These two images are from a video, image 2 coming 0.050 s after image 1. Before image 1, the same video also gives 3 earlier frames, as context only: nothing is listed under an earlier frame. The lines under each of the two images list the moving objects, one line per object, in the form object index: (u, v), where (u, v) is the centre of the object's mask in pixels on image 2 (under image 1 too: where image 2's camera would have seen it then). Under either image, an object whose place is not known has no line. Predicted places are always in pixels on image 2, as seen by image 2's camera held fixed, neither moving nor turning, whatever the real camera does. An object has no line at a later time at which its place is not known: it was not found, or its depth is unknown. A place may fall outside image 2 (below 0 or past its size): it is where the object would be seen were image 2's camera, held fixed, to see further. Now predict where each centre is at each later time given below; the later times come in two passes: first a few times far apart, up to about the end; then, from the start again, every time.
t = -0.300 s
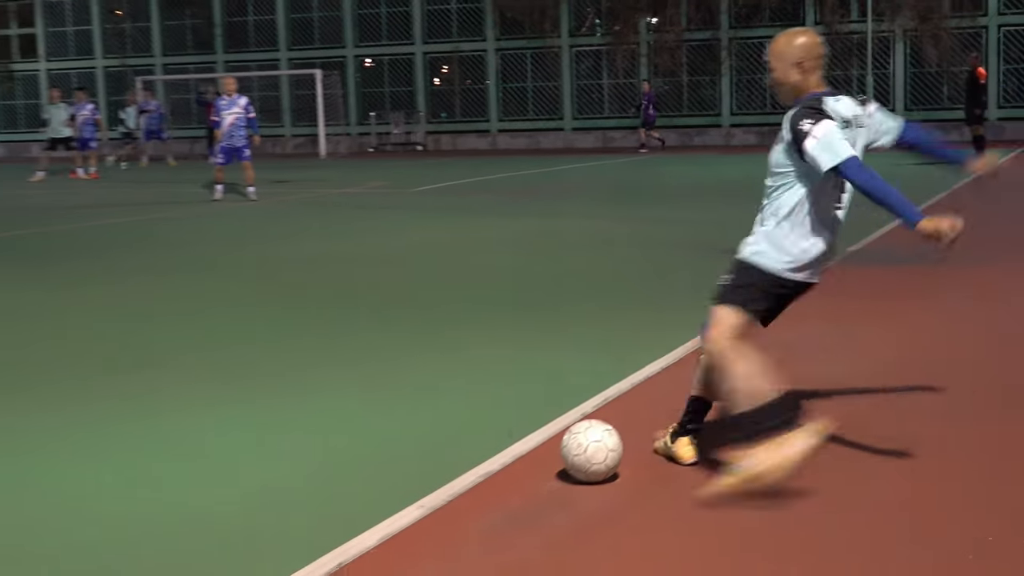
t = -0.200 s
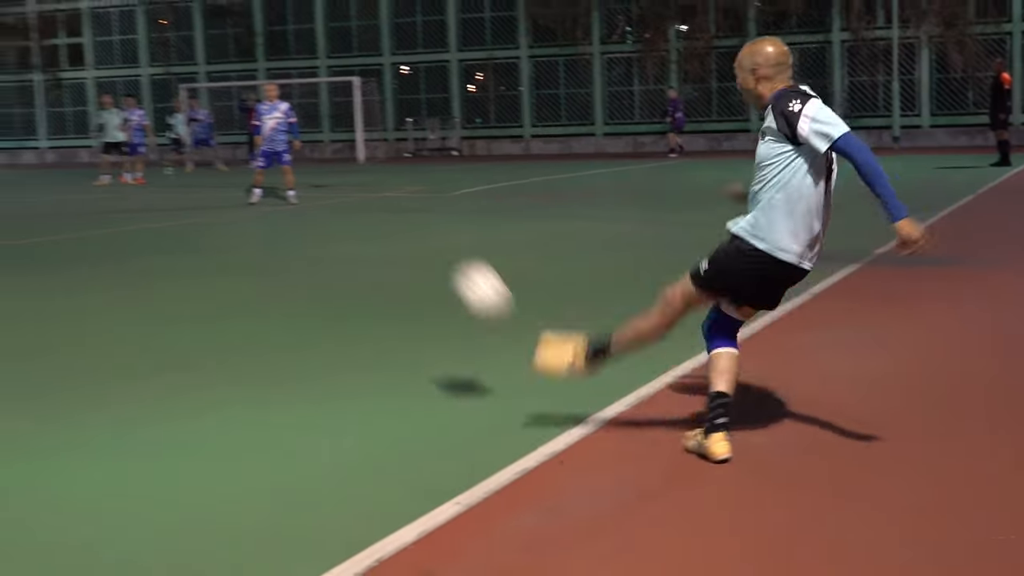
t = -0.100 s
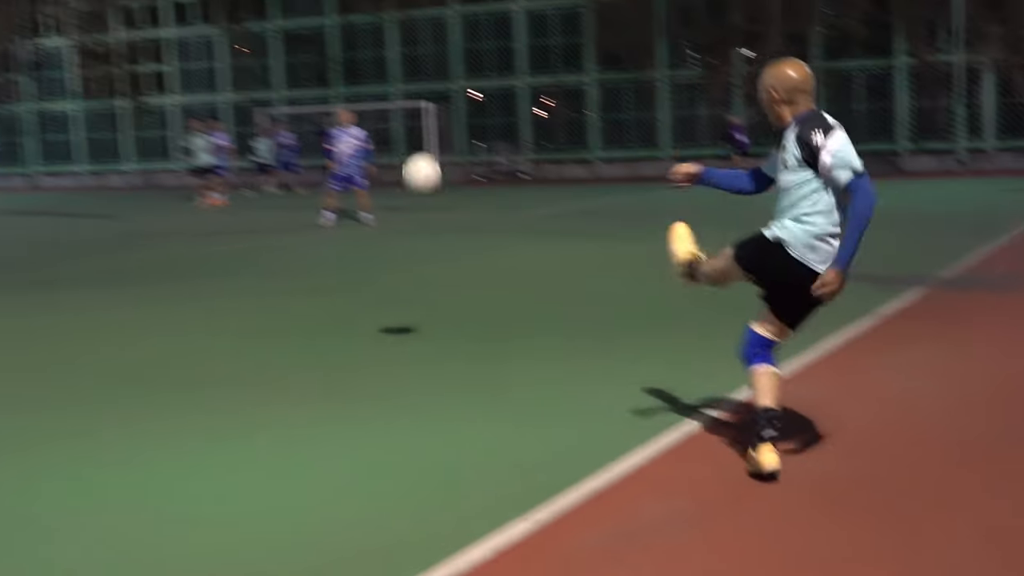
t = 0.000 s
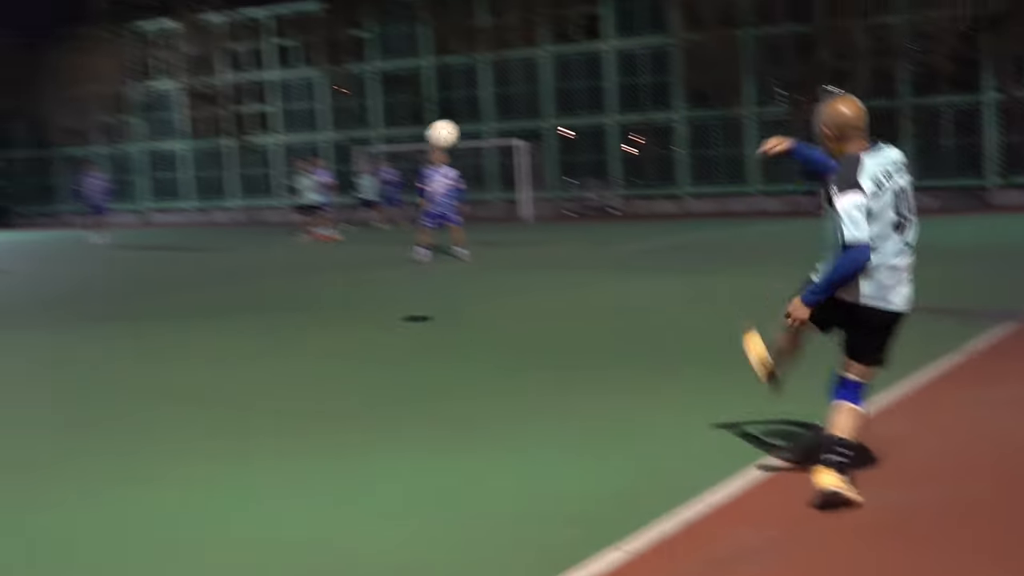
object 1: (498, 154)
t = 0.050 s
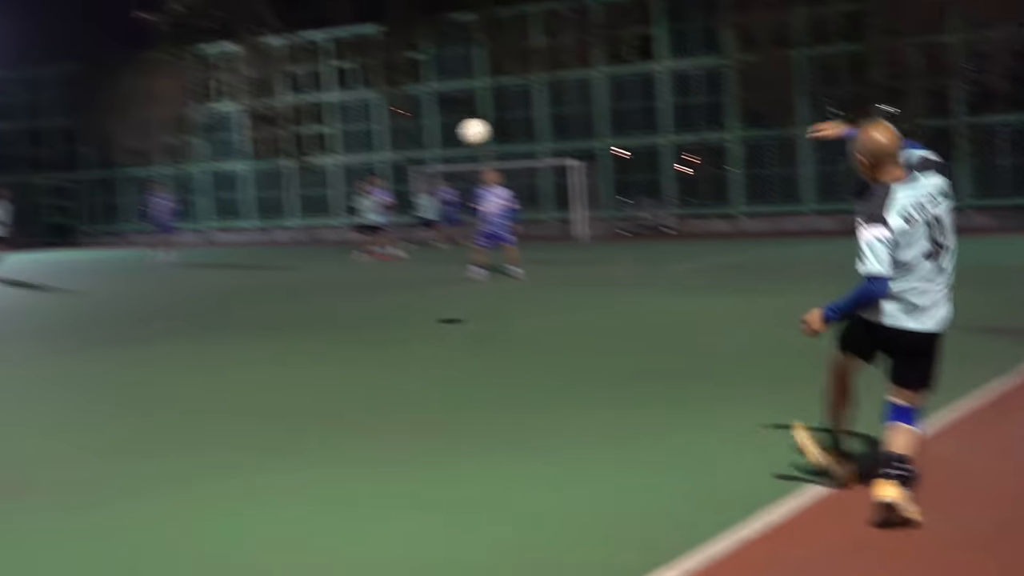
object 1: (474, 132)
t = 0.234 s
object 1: (425, 95)
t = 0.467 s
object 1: (405, 106)
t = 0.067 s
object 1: (467, 125)
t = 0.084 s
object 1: (461, 120)
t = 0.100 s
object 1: (456, 115)
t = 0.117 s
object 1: (451, 111)
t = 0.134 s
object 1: (446, 107)
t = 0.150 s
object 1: (441, 104)
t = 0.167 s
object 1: (438, 101)
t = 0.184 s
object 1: (434, 99)
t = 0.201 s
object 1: (430, 97)
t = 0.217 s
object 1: (427, 96)
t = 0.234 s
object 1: (425, 95)
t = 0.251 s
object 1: (422, 94)
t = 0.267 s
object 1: (420, 93)
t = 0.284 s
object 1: (418, 93)
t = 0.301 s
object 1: (416, 93)
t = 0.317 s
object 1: (414, 93)
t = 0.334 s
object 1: (413, 94)
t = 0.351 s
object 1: (411, 95)
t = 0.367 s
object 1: (410, 95)
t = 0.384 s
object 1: (409, 97)
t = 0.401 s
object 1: (409, 98)
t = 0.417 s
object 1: (407, 100)
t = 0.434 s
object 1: (407, 102)
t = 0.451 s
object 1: (406, 103)
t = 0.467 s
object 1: (405, 106)
